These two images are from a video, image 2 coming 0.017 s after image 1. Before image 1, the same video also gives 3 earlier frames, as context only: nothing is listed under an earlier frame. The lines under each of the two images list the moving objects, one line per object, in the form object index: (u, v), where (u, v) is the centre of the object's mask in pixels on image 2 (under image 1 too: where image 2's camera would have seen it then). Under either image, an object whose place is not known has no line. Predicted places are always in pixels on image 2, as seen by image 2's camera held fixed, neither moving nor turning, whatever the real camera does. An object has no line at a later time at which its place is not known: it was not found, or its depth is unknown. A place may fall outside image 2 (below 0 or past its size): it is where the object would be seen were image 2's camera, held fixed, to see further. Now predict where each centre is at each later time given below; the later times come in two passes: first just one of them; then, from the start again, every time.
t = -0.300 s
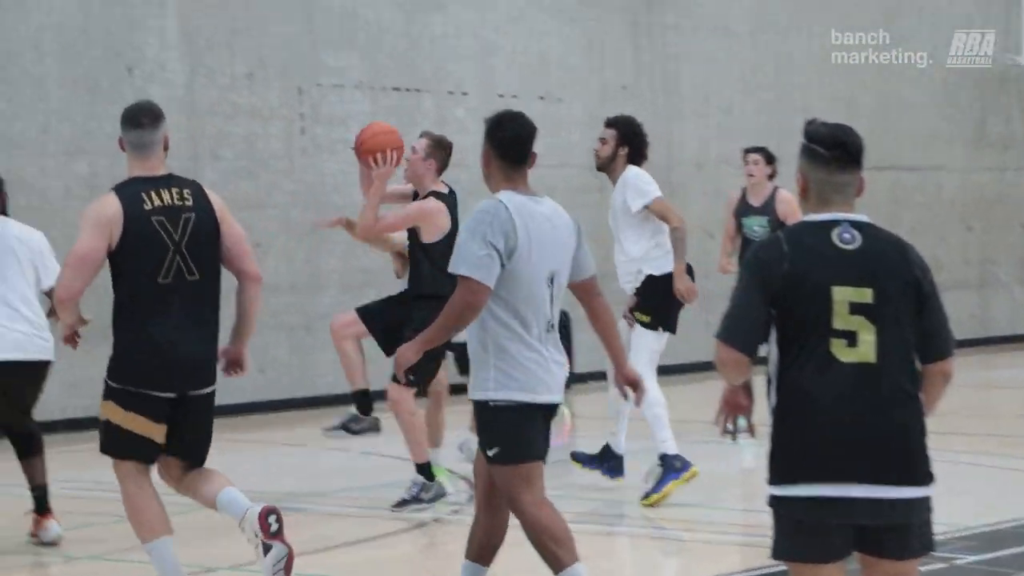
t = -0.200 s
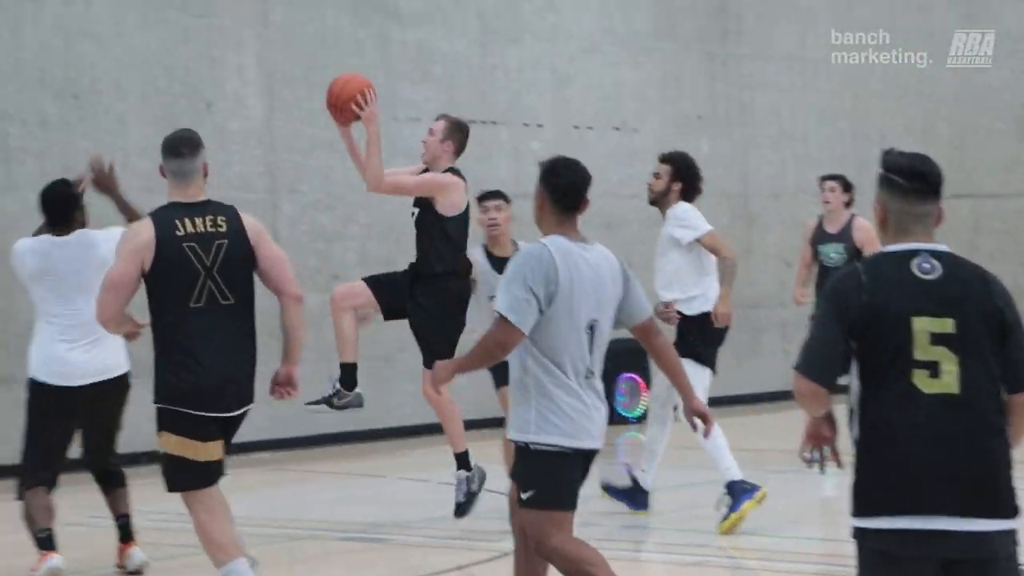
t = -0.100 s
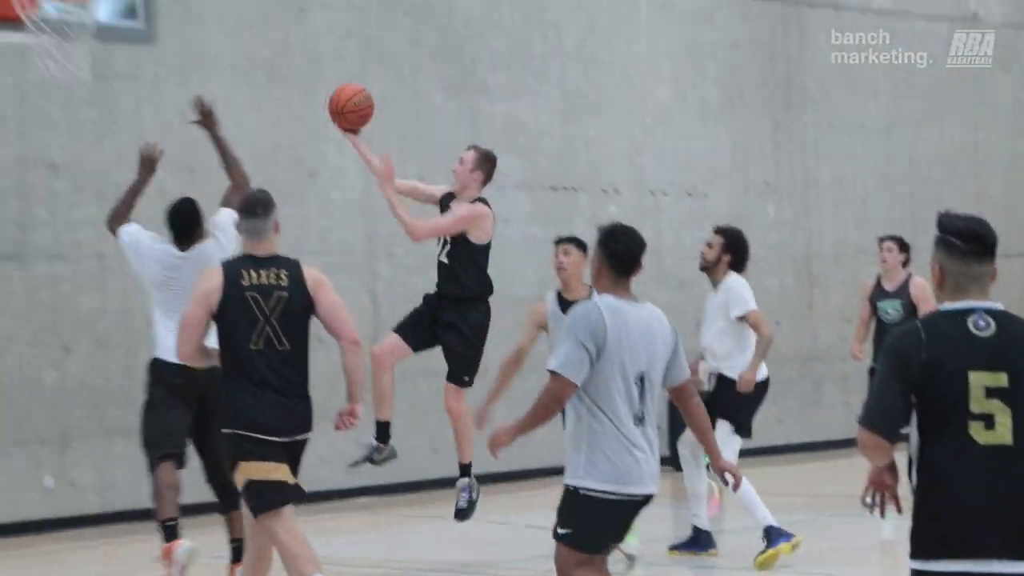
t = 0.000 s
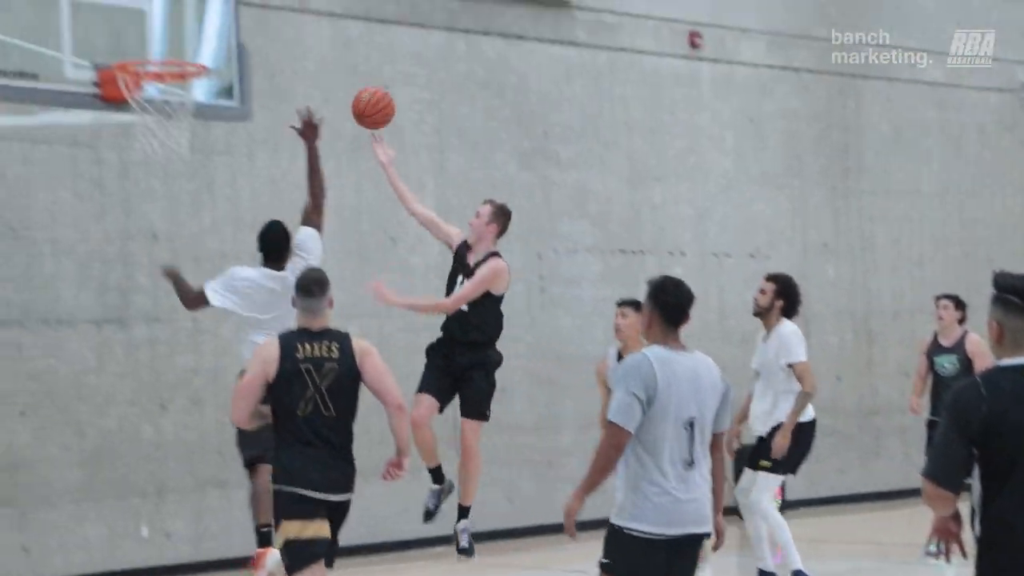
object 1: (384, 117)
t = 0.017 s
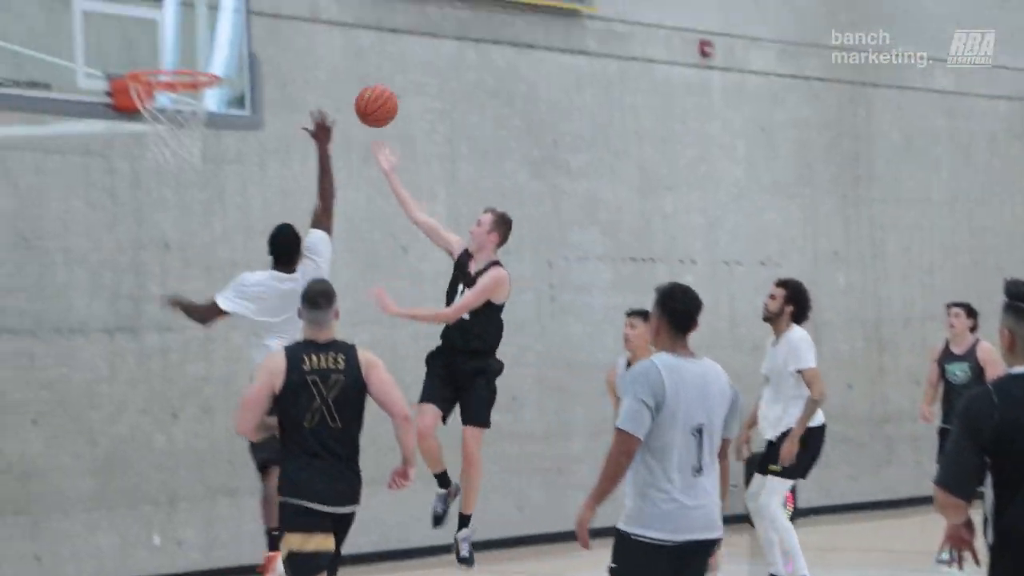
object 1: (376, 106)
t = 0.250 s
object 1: (270, 5)
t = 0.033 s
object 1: (368, 96)
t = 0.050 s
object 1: (360, 86)
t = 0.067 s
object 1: (353, 77)
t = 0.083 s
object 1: (345, 67)
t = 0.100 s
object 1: (337, 59)
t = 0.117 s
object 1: (330, 50)
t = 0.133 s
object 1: (322, 43)
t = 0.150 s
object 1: (315, 36)
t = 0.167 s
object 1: (308, 29)
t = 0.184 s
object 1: (300, 23)
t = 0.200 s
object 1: (293, 18)
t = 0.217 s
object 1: (285, 12)
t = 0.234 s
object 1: (277, 8)
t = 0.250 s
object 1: (270, 5)
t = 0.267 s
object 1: (263, 1)
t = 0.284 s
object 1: (257, -3)
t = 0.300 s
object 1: (250, -5)
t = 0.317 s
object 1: (242, -7)
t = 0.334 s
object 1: (235, -8)
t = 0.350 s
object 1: (227, -10)
